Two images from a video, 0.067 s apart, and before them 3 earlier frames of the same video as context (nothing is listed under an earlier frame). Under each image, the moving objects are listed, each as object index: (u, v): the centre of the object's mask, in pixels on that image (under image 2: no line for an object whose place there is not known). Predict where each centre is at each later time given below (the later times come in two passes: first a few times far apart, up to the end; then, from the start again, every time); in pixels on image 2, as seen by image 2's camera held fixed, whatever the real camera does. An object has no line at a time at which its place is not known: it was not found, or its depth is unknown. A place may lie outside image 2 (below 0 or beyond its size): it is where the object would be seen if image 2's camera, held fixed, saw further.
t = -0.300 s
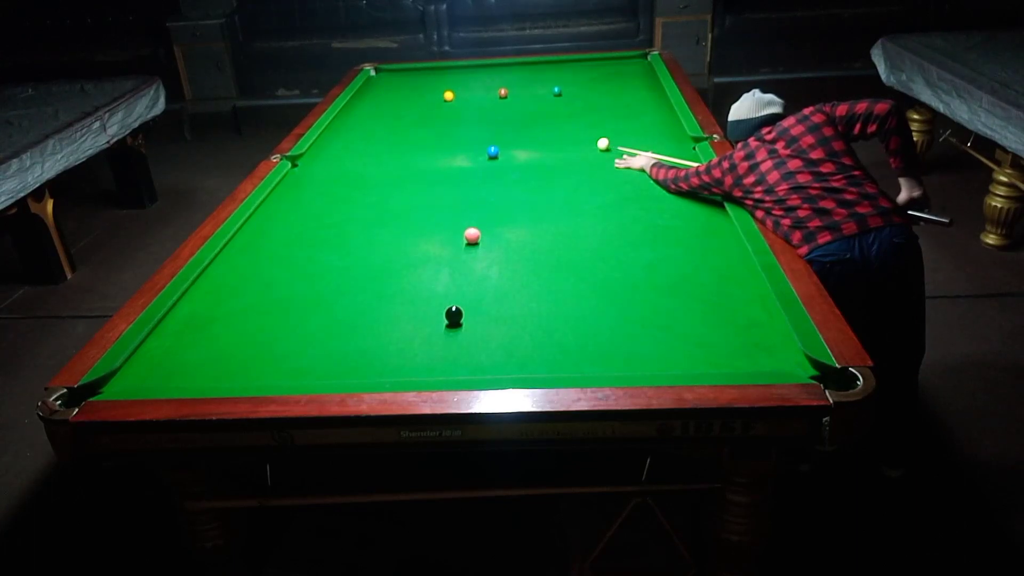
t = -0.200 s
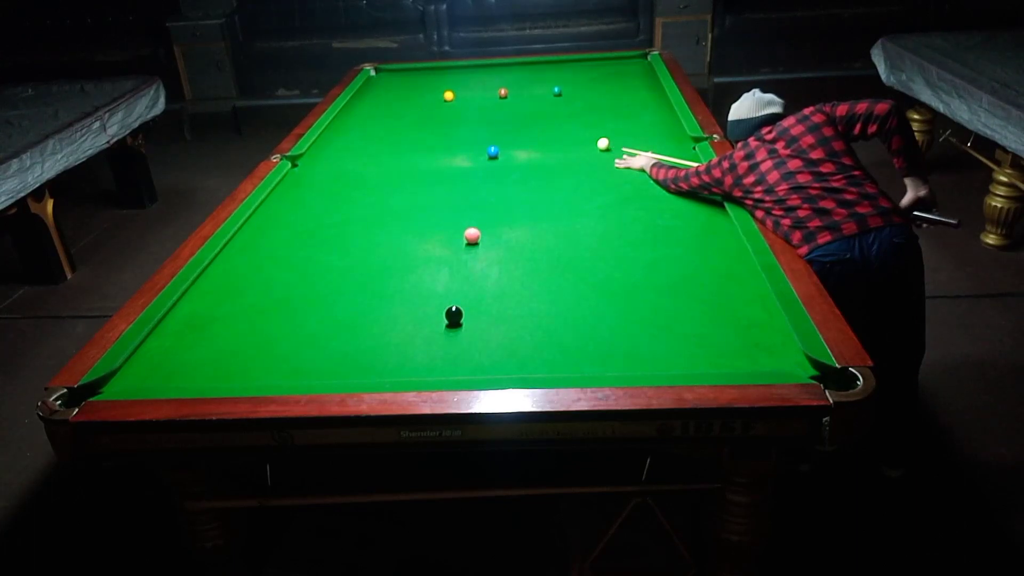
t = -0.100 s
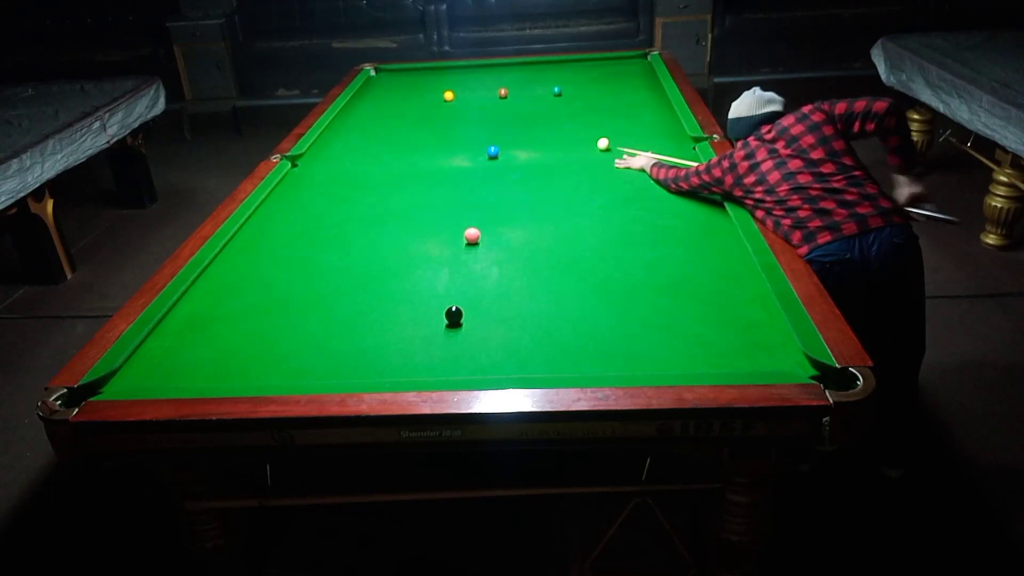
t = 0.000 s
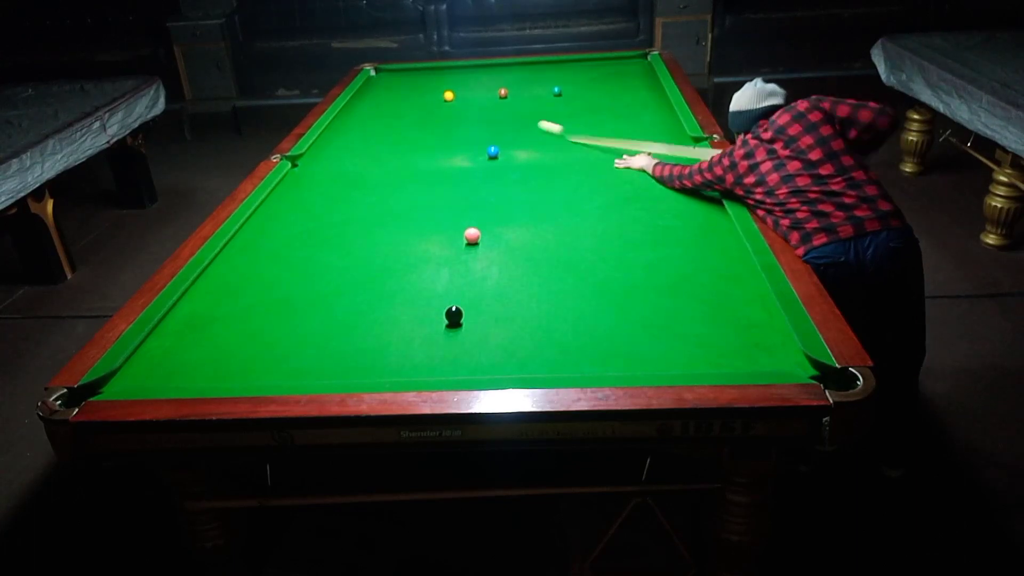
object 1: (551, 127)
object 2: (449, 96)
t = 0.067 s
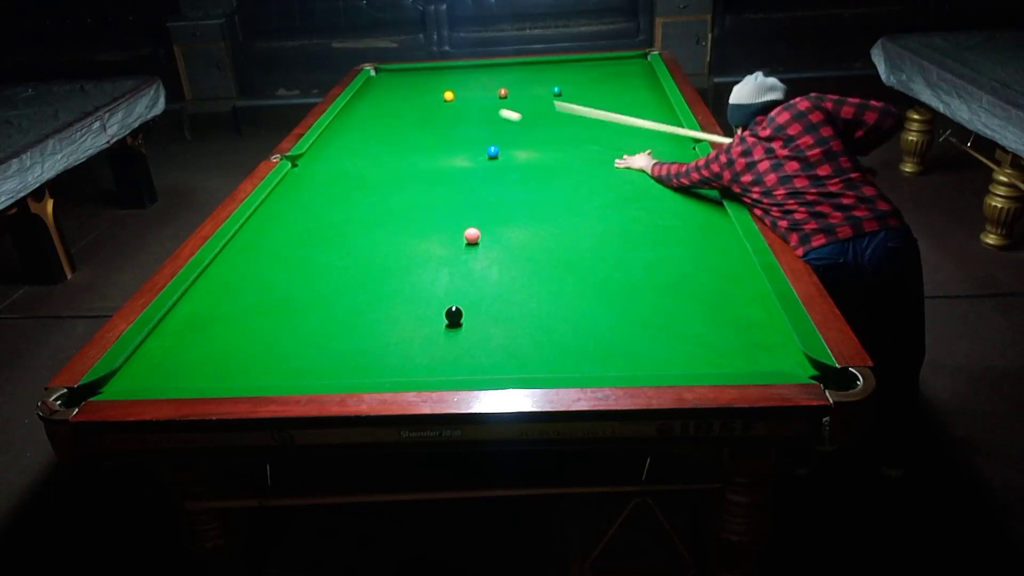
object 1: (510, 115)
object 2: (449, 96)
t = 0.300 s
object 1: (449, 98)
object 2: (411, 82)
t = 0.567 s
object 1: (440, 98)
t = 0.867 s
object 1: (433, 99)
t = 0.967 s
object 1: (431, 99)
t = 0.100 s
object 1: (492, 109)
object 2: (449, 95)
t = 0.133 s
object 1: (476, 104)
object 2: (449, 95)
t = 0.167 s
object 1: (461, 100)
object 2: (448, 96)
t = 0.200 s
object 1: (452, 97)
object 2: (442, 93)
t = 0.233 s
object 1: (451, 97)
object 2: (431, 89)
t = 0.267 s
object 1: (450, 97)
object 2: (421, 85)
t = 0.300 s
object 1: (449, 98)
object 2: (411, 82)
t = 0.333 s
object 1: (448, 98)
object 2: (402, 78)
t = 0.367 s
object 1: (447, 98)
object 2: (393, 75)
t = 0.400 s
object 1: (445, 98)
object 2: (385, 72)
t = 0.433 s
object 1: (444, 98)
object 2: (377, 69)
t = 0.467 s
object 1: (443, 98)
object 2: (370, 67)
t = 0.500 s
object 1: (442, 98)
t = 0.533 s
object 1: (441, 98)
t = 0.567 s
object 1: (440, 98)
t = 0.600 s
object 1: (440, 98)
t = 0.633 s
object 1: (439, 98)
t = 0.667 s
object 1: (438, 98)
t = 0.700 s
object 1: (437, 98)
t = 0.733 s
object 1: (436, 98)
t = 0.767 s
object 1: (435, 98)
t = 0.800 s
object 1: (434, 99)
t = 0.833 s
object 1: (434, 99)
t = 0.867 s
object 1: (433, 99)
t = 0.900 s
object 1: (432, 99)
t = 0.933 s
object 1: (432, 99)
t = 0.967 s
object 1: (431, 99)
